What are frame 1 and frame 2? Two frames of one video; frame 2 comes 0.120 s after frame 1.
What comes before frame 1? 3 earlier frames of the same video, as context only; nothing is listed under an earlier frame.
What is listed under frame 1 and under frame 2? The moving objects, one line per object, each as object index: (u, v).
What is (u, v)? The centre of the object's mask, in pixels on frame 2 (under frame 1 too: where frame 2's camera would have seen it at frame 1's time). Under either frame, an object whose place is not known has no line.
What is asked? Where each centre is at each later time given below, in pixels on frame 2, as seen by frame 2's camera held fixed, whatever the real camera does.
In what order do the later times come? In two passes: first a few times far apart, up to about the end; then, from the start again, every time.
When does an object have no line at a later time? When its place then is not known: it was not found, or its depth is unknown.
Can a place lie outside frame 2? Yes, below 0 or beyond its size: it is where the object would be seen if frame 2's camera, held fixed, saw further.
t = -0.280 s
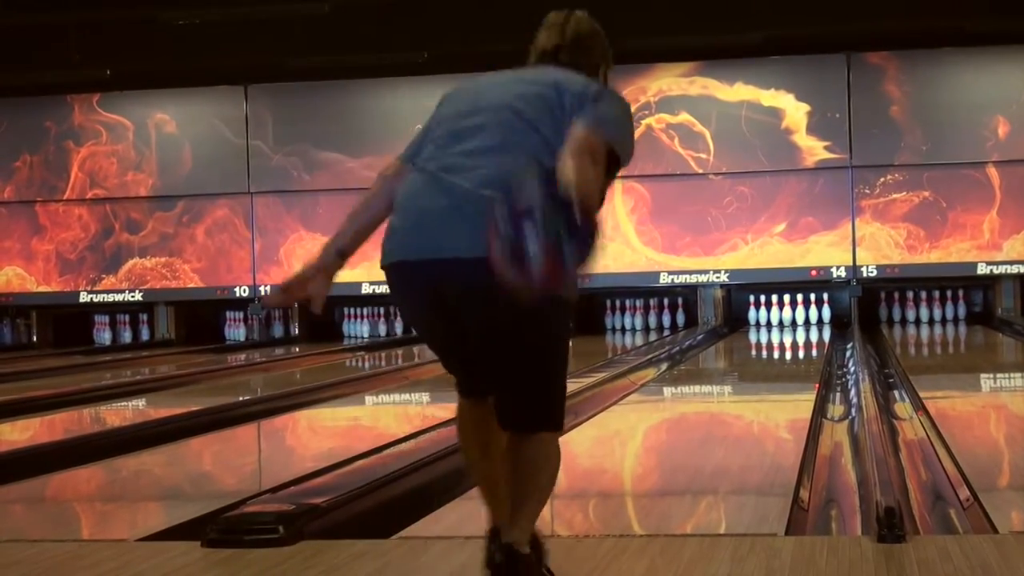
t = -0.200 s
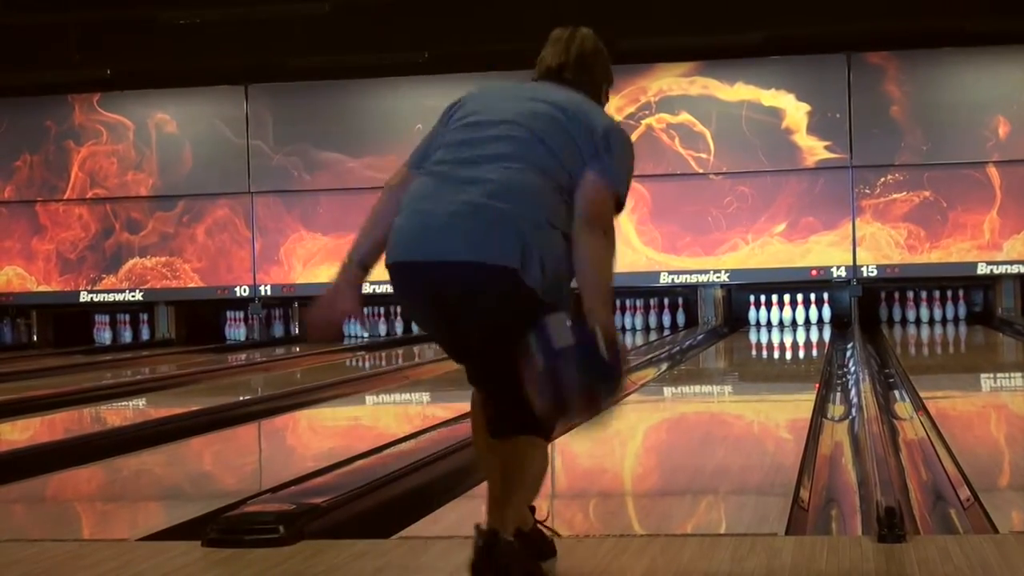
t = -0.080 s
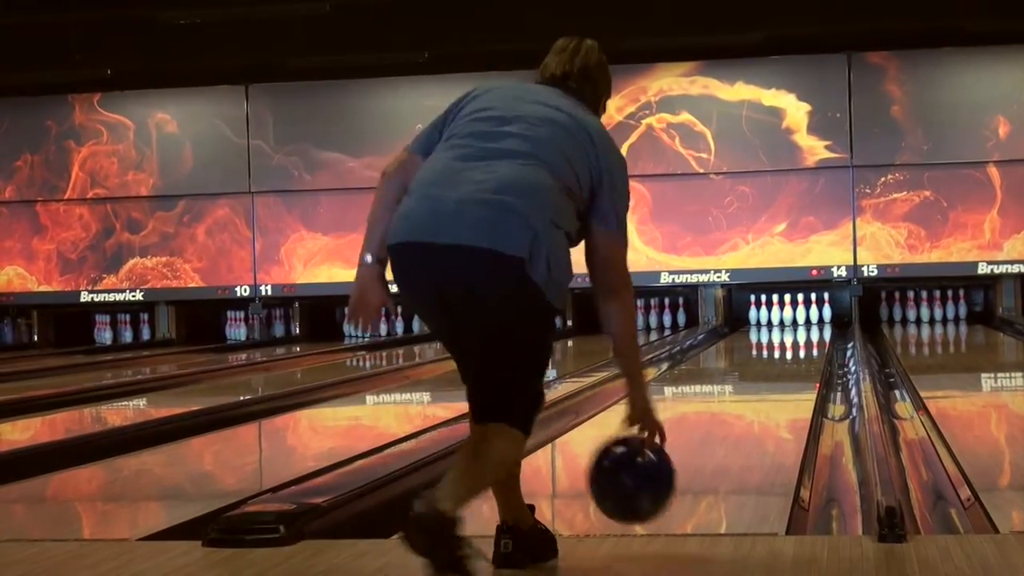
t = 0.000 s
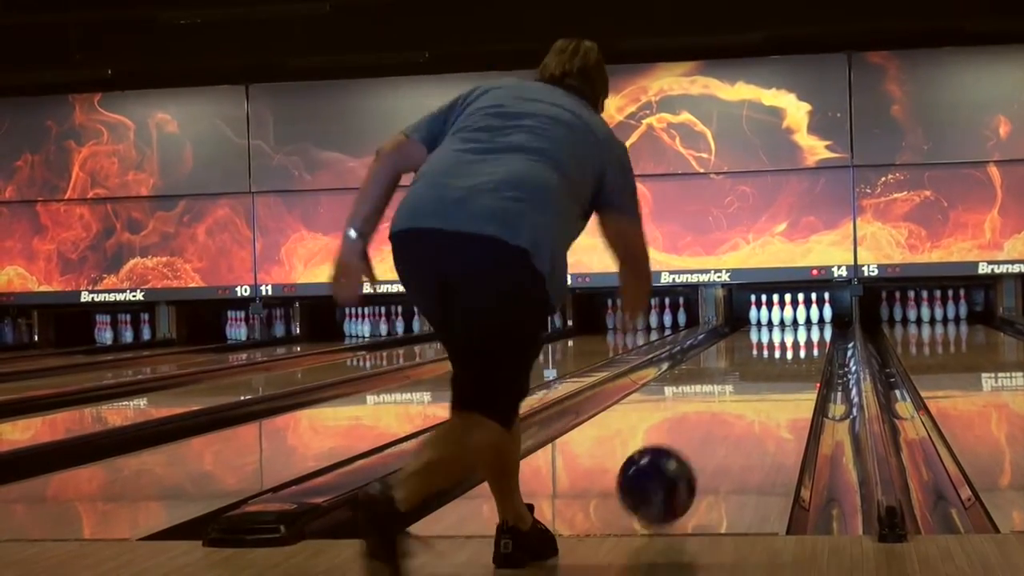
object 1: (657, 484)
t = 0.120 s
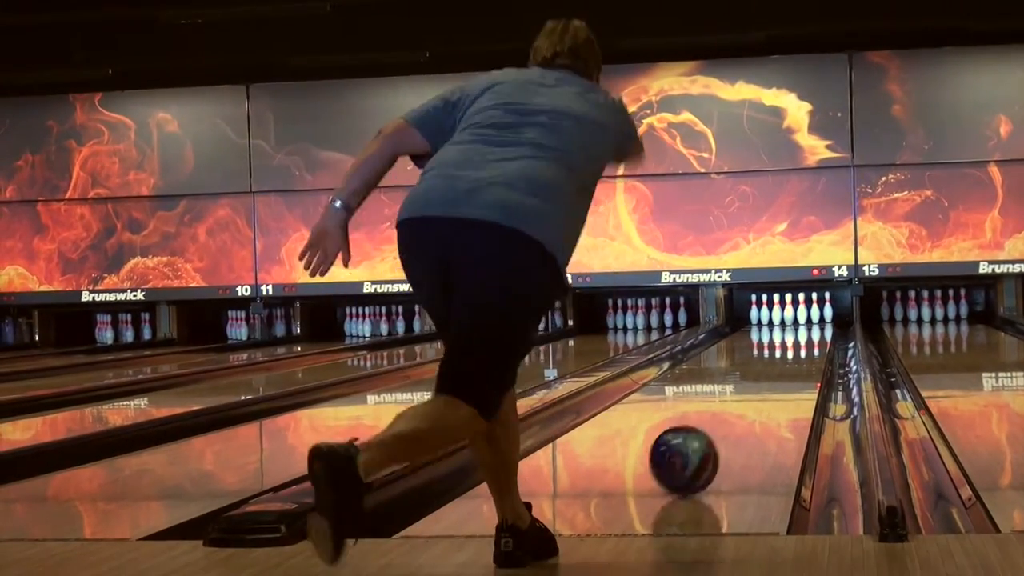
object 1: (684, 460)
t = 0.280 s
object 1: (709, 432)
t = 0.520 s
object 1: (736, 403)
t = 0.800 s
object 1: (756, 380)
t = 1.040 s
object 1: (768, 365)
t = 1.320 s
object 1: (778, 352)
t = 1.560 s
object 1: (785, 343)
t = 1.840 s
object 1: (789, 336)
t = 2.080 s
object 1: (792, 331)
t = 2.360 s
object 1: (795, 325)
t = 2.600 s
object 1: (794, 322)
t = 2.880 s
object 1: (791, 318)
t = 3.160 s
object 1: (781, 316)
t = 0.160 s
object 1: (691, 452)
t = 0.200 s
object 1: (698, 445)
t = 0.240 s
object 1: (704, 438)
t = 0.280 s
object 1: (709, 432)
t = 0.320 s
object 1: (715, 427)
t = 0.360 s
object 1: (720, 421)
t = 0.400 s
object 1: (724, 416)
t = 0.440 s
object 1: (728, 412)
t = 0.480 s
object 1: (732, 407)
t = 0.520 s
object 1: (736, 403)
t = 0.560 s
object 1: (739, 399)
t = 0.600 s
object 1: (743, 395)
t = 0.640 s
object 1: (745, 392)
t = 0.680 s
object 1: (748, 389)
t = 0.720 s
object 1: (751, 386)
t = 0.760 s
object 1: (753, 383)
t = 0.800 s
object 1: (756, 380)
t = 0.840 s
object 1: (758, 377)
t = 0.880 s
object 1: (760, 375)
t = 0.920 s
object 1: (762, 372)
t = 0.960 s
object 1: (765, 370)
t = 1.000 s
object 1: (767, 367)
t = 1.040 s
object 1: (768, 365)
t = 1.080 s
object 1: (770, 363)
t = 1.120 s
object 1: (771, 361)
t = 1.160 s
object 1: (772, 359)
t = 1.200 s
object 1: (774, 357)
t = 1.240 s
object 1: (775, 356)
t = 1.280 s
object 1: (776, 354)
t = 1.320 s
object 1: (778, 352)
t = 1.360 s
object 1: (779, 351)
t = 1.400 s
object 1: (780, 349)
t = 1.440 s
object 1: (781, 348)
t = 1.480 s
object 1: (782, 347)
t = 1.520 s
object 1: (784, 344)
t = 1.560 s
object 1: (785, 343)
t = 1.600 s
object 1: (785, 342)
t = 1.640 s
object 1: (785, 341)
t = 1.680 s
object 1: (786, 340)
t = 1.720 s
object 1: (786, 339)
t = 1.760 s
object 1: (787, 338)
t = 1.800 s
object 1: (788, 337)
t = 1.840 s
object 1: (789, 336)
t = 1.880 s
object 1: (789, 335)
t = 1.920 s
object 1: (790, 334)
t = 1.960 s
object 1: (791, 333)
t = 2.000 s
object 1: (791, 332)
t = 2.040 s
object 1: (792, 331)
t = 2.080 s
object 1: (792, 331)
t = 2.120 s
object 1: (793, 330)
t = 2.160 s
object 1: (793, 329)
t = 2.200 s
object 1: (794, 328)
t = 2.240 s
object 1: (794, 327)
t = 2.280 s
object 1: (794, 327)
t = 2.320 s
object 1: (794, 326)
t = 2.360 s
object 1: (795, 325)
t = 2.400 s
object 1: (794, 325)
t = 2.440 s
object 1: (794, 324)
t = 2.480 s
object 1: (794, 323)
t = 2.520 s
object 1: (794, 323)
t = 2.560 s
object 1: (794, 323)
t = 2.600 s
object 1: (794, 322)
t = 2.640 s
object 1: (793, 321)
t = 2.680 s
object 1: (792, 321)
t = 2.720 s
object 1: (792, 321)
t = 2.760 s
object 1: (792, 320)
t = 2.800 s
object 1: (791, 320)
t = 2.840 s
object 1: (791, 319)
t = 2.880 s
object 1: (791, 318)
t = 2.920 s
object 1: (789, 318)
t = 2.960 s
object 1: (789, 317)
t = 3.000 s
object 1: (787, 317)
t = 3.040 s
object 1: (787, 317)
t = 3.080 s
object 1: (785, 316)
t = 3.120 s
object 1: (783, 315)
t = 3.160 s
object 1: (781, 316)
